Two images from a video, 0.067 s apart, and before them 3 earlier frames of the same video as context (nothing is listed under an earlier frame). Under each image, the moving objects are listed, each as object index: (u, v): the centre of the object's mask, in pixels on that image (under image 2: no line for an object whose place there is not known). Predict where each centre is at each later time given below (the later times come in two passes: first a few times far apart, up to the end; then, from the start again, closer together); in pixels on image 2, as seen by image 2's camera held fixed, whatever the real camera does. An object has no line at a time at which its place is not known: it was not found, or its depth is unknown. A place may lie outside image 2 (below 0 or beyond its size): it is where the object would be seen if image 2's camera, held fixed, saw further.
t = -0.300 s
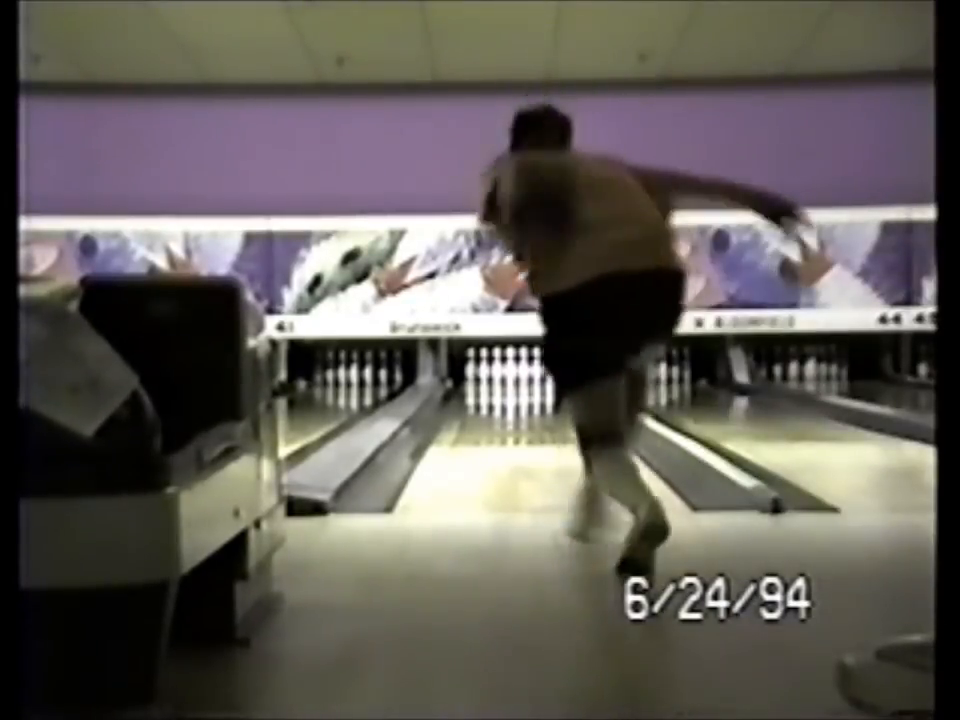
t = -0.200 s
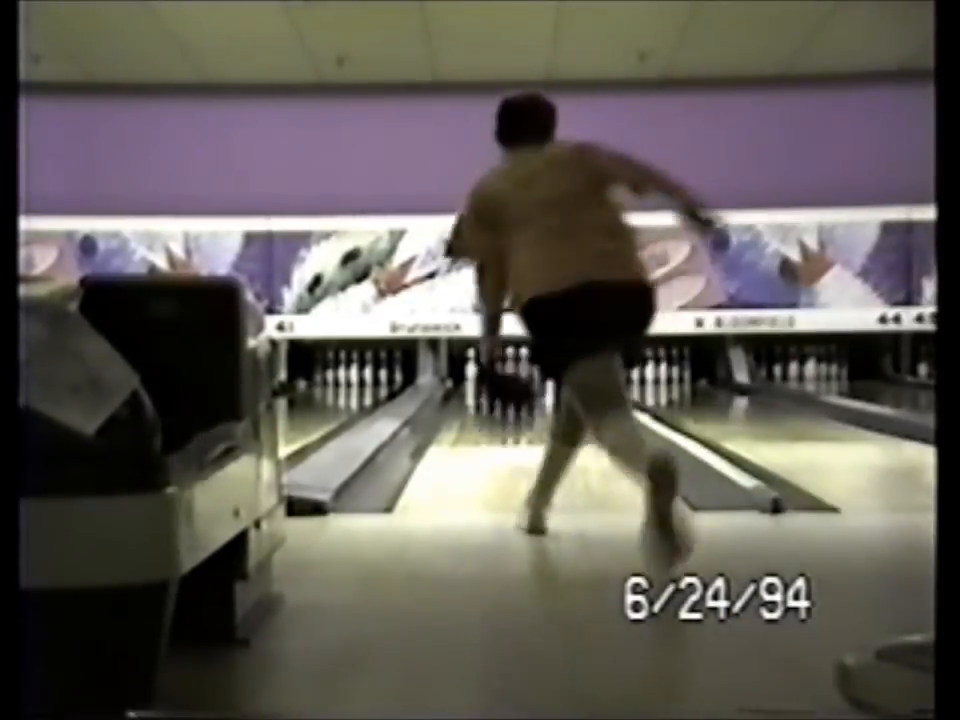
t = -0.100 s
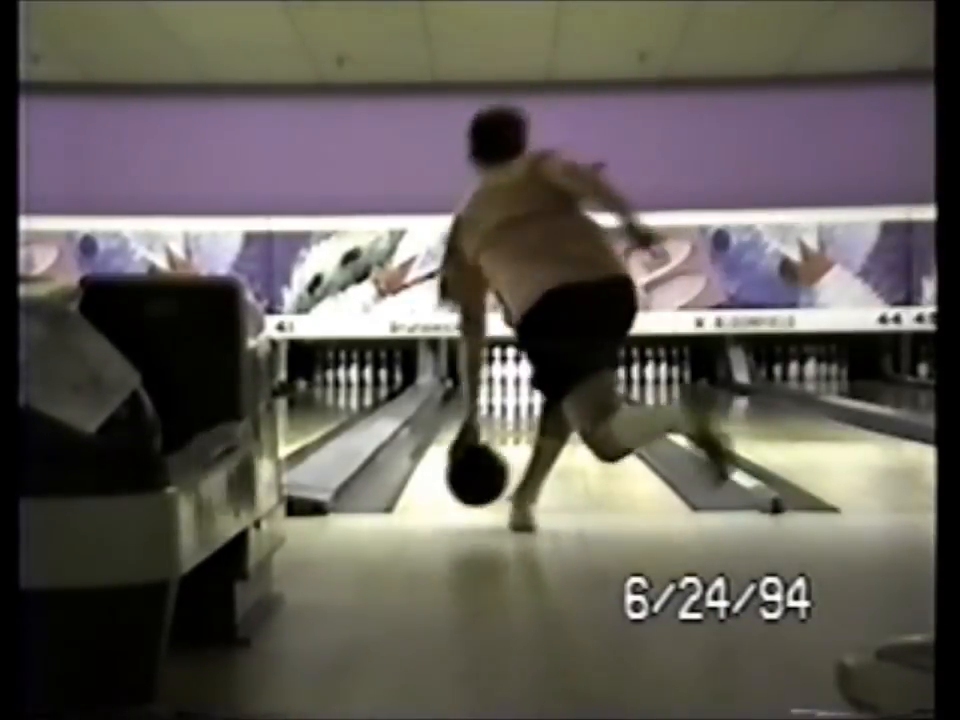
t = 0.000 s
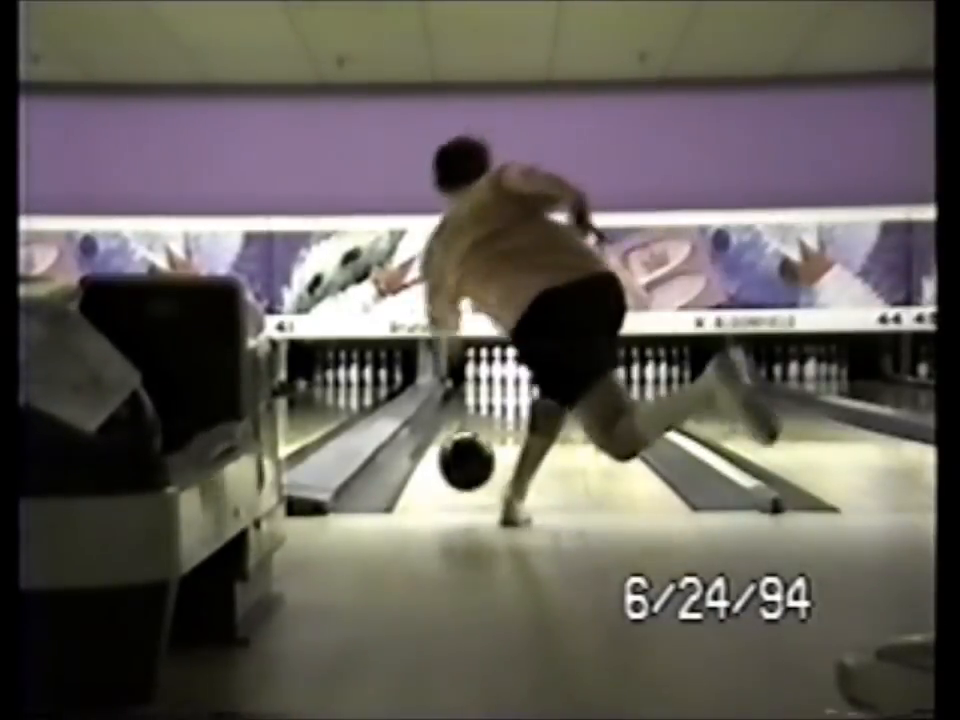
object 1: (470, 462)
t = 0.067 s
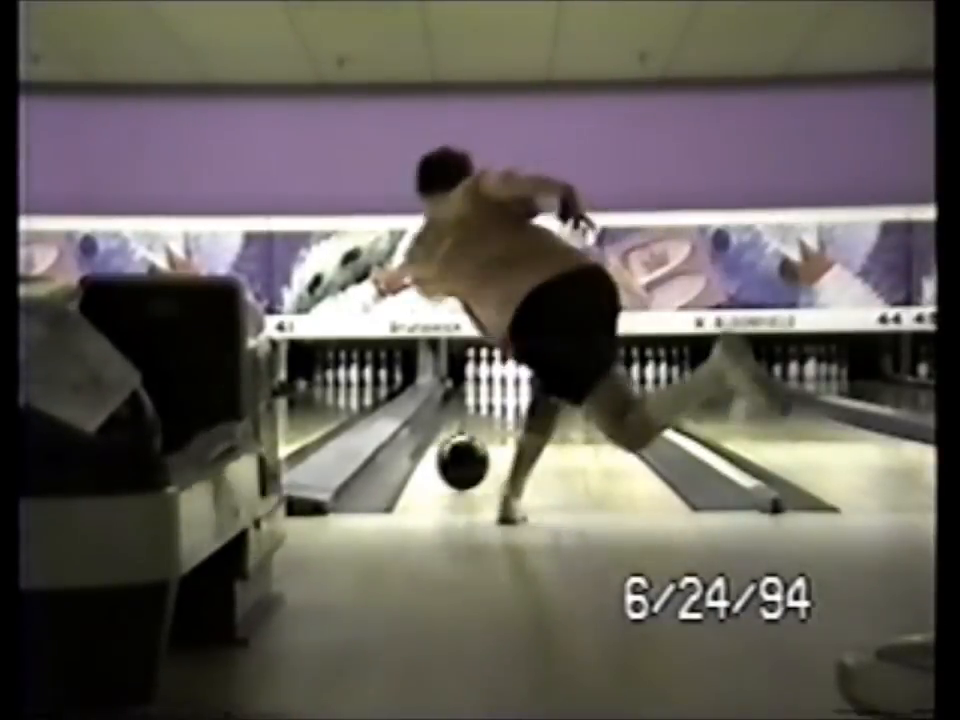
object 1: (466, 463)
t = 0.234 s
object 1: (459, 447)
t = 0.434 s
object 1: (454, 431)
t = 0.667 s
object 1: (450, 420)
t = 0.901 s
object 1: (448, 409)
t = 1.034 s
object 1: (450, 403)
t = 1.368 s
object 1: (449, 392)
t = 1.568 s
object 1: (445, 395)
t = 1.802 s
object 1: (447, 390)
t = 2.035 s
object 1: (451, 386)
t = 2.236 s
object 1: (453, 383)
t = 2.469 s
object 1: (446, 390)
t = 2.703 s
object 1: (446, 389)
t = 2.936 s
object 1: (448, 387)
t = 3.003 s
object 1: (449, 388)
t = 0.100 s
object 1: (465, 461)
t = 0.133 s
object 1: (464, 456)
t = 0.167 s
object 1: (462, 453)
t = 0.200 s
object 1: (460, 450)
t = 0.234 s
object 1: (459, 447)
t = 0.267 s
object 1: (458, 444)
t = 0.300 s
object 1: (456, 441)
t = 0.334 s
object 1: (456, 438)
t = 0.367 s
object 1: (455, 436)
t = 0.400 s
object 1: (454, 434)
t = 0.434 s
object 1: (454, 431)
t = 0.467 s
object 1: (453, 429)
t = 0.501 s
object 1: (452, 427)
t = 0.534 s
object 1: (451, 426)
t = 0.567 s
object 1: (451, 425)
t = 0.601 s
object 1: (450, 423)
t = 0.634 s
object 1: (450, 421)
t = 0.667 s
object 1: (450, 420)
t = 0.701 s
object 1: (450, 418)
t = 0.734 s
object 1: (449, 416)
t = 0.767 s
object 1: (448, 414)
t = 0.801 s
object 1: (449, 413)
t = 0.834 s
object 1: (449, 410)
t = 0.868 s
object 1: (449, 410)
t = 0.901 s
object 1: (448, 409)
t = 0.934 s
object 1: (451, 408)
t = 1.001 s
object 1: (450, 404)
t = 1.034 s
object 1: (450, 403)
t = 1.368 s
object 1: (449, 392)
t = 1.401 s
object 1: (449, 390)
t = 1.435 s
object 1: (449, 391)
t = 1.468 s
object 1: (448, 391)
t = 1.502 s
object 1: (447, 392)
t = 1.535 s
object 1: (446, 393)
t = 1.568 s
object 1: (445, 395)
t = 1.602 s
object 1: (444, 394)
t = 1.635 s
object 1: (443, 392)
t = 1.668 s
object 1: (443, 392)
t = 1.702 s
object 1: (443, 392)
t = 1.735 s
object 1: (446, 391)
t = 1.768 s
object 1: (447, 390)
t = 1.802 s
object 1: (447, 390)
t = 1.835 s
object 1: (448, 389)
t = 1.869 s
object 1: (448, 389)
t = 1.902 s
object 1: (449, 389)
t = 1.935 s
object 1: (449, 388)
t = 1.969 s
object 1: (450, 387)
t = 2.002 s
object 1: (450, 386)
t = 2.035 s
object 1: (451, 386)
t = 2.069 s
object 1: (449, 387)
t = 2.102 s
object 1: (449, 387)
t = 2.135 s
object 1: (449, 387)
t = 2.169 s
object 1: (450, 387)
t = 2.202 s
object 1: (451, 386)
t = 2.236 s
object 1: (453, 383)
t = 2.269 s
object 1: (451, 386)
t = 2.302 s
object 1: (450, 387)
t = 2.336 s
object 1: (450, 387)
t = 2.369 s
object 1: (450, 387)
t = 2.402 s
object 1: (451, 387)
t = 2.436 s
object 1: (452, 385)
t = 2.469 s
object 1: (446, 390)
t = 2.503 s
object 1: (446, 390)
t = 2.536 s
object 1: (446, 390)
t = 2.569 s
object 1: (446, 389)
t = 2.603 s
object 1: (446, 389)
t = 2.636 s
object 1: (446, 389)
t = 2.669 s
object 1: (446, 389)
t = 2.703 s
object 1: (446, 389)
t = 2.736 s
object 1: (446, 389)
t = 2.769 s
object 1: (446, 389)
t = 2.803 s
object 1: (447, 389)
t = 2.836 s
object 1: (447, 388)
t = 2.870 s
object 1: (447, 388)
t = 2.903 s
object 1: (448, 388)
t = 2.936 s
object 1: (448, 387)
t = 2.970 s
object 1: (448, 388)
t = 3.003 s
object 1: (449, 388)
